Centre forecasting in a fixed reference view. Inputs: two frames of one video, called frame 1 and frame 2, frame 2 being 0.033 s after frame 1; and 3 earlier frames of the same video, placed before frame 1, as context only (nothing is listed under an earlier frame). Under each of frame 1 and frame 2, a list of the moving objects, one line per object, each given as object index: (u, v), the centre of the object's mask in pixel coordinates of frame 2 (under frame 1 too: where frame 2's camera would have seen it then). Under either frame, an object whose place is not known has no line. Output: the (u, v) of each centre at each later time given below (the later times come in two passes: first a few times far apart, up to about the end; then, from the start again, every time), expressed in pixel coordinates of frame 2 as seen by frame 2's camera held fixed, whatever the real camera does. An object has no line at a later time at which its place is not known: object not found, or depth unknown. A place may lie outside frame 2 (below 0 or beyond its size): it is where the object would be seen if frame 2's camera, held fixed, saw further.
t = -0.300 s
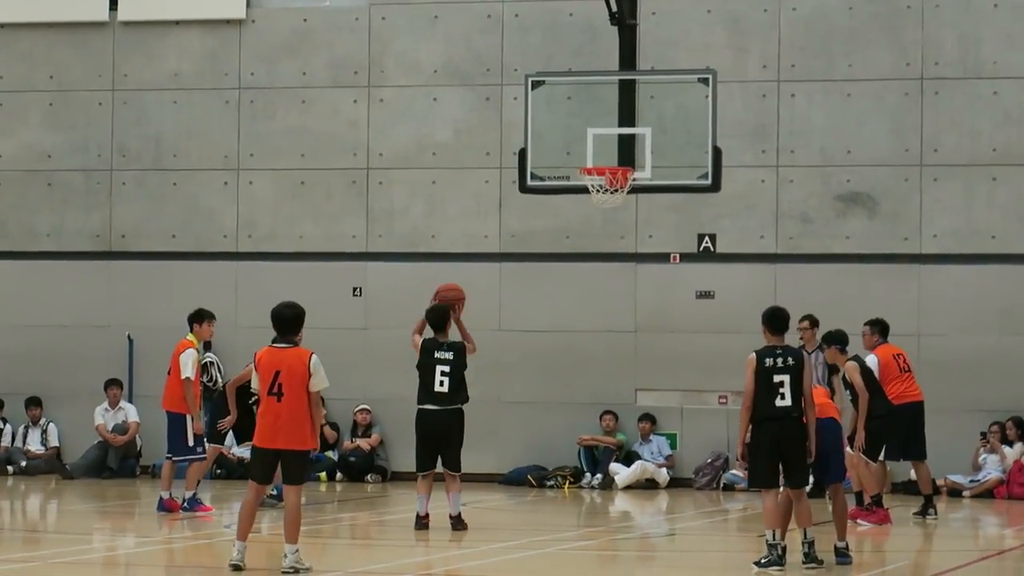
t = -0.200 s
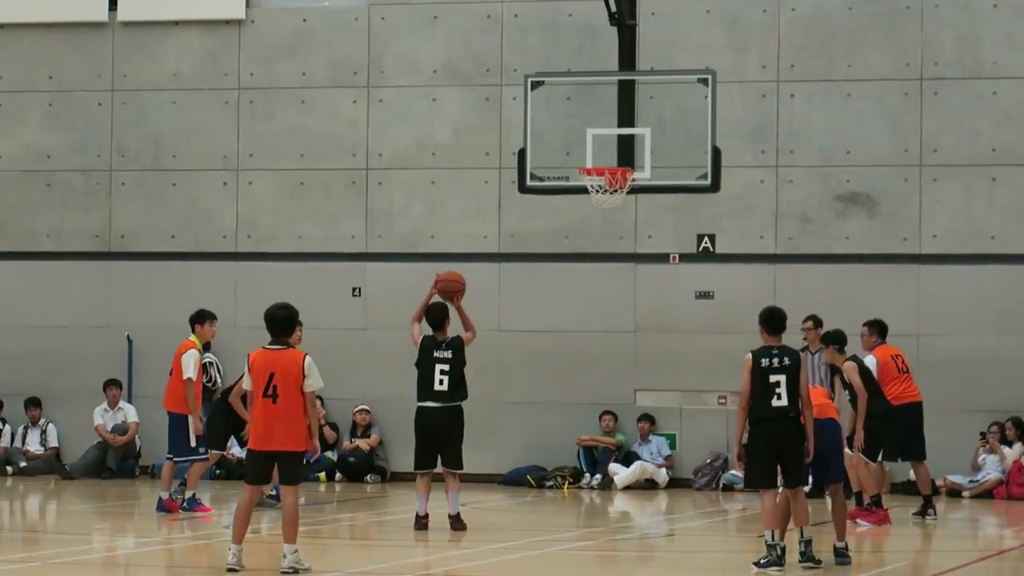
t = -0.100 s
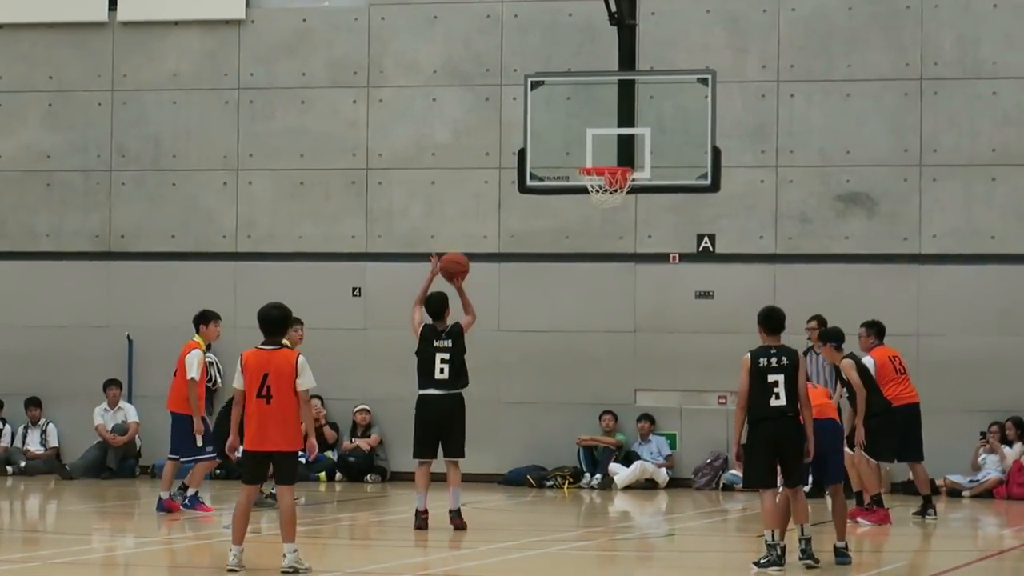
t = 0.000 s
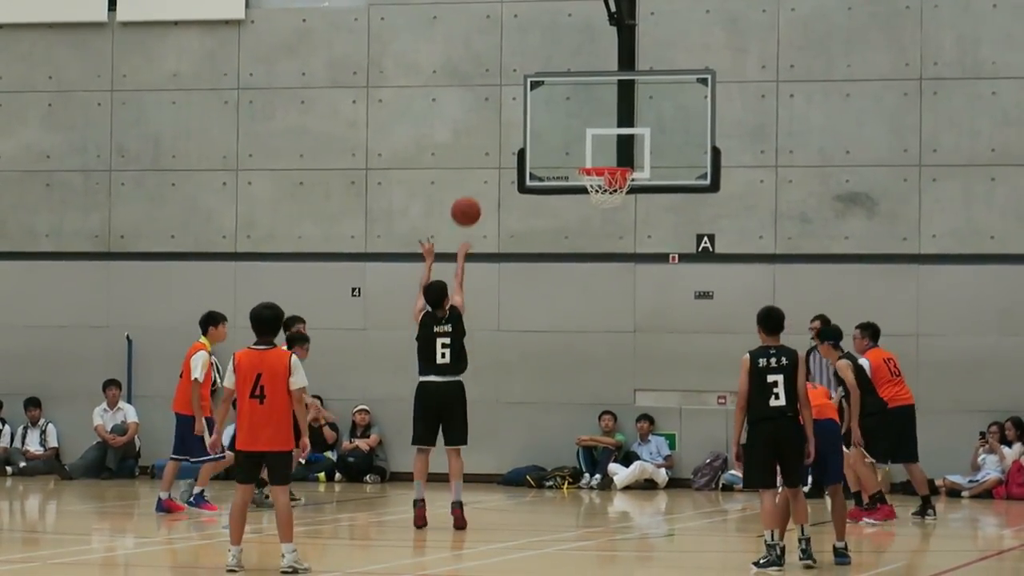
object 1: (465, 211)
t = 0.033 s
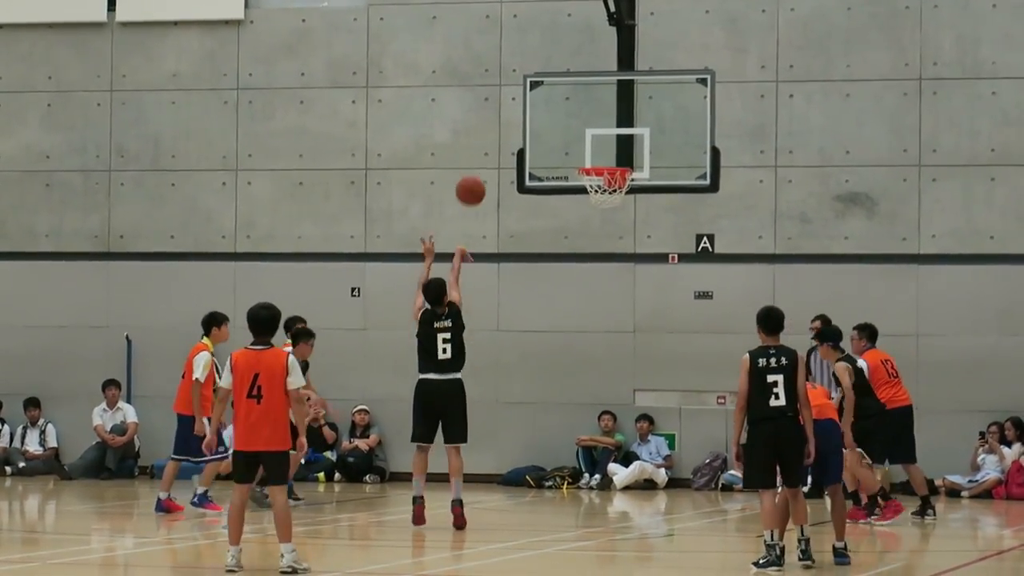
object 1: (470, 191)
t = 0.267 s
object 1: (505, 88)
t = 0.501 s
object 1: (536, 52)
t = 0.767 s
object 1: (568, 87)
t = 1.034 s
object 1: (600, 154)
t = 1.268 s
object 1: (612, 145)
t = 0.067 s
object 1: (475, 172)
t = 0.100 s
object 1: (480, 154)
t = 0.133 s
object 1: (485, 138)
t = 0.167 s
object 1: (490, 123)
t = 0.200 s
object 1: (495, 110)
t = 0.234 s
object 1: (500, 98)
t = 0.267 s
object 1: (505, 88)
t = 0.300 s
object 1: (510, 79)
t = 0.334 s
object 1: (514, 71)
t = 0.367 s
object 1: (519, 65)
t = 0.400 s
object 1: (523, 59)
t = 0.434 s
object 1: (527, 55)
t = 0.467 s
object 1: (532, 53)
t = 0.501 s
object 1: (536, 52)
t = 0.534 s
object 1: (540, 52)
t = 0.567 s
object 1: (544, 53)
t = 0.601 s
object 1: (548, 56)
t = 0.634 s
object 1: (553, 60)
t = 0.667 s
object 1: (556, 65)
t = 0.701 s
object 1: (560, 71)
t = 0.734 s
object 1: (564, 78)
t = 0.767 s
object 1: (568, 87)
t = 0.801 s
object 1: (572, 97)
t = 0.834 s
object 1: (575, 107)
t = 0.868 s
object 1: (579, 119)
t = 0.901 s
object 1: (583, 132)
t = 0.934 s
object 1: (586, 146)
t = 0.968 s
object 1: (590, 156)
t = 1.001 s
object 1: (594, 156)
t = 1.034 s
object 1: (600, 154)
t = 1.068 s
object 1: (604, 155)
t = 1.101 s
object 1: (609, 155)
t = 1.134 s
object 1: (613, 157)
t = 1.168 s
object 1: (614, 154)
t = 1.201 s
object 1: (613, 149)
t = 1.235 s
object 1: (613, 146)
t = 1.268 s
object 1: (612, 145)
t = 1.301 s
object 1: (611, 144)
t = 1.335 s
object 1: (610, 144)
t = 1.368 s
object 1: (609, 145)
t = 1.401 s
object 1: (608, 148)
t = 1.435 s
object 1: (607, 153)
